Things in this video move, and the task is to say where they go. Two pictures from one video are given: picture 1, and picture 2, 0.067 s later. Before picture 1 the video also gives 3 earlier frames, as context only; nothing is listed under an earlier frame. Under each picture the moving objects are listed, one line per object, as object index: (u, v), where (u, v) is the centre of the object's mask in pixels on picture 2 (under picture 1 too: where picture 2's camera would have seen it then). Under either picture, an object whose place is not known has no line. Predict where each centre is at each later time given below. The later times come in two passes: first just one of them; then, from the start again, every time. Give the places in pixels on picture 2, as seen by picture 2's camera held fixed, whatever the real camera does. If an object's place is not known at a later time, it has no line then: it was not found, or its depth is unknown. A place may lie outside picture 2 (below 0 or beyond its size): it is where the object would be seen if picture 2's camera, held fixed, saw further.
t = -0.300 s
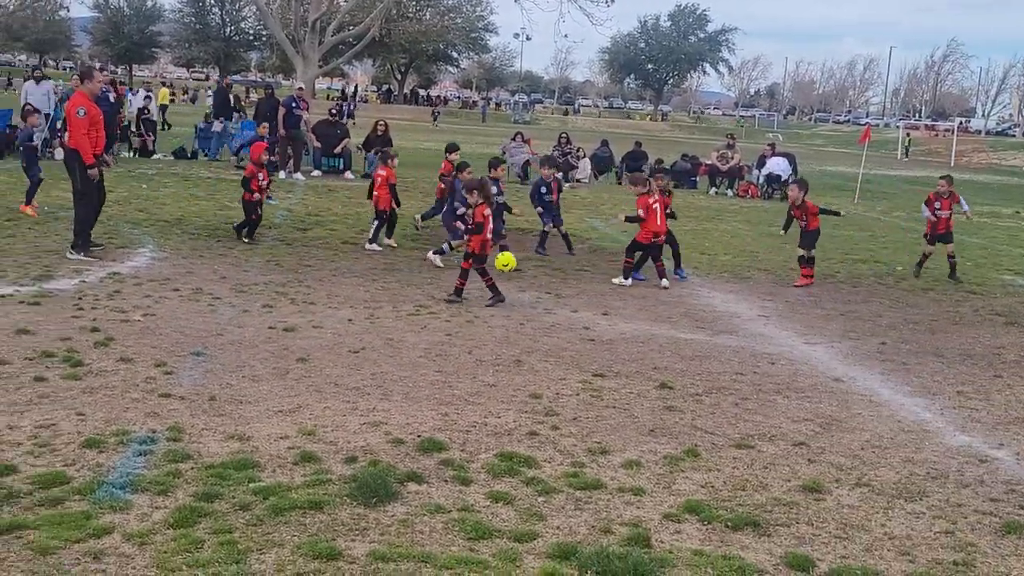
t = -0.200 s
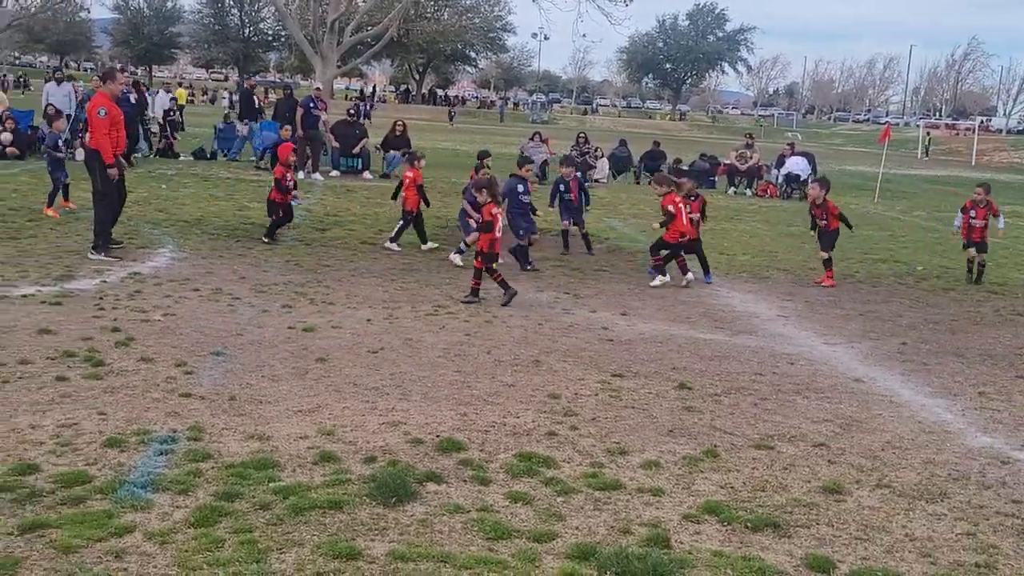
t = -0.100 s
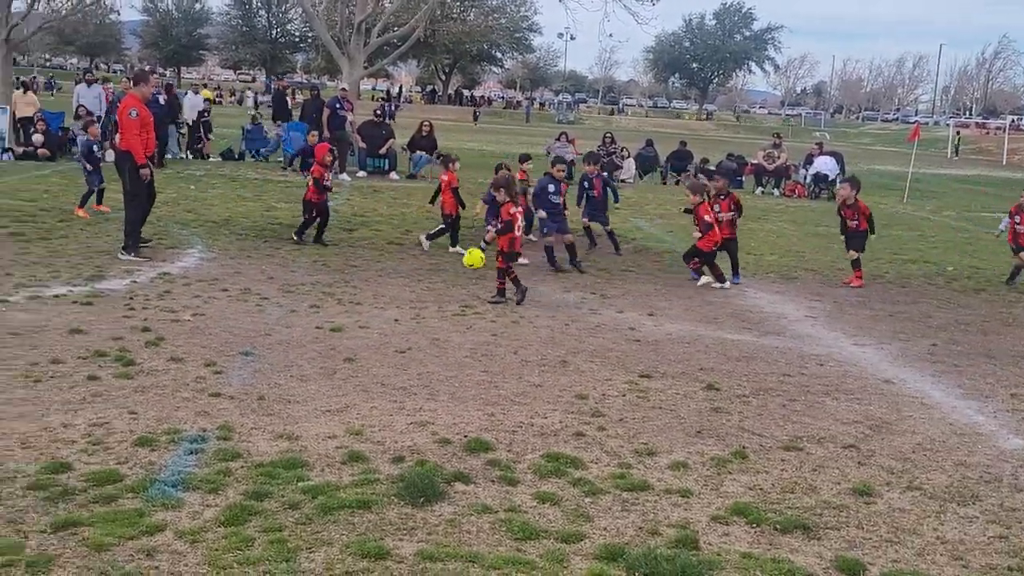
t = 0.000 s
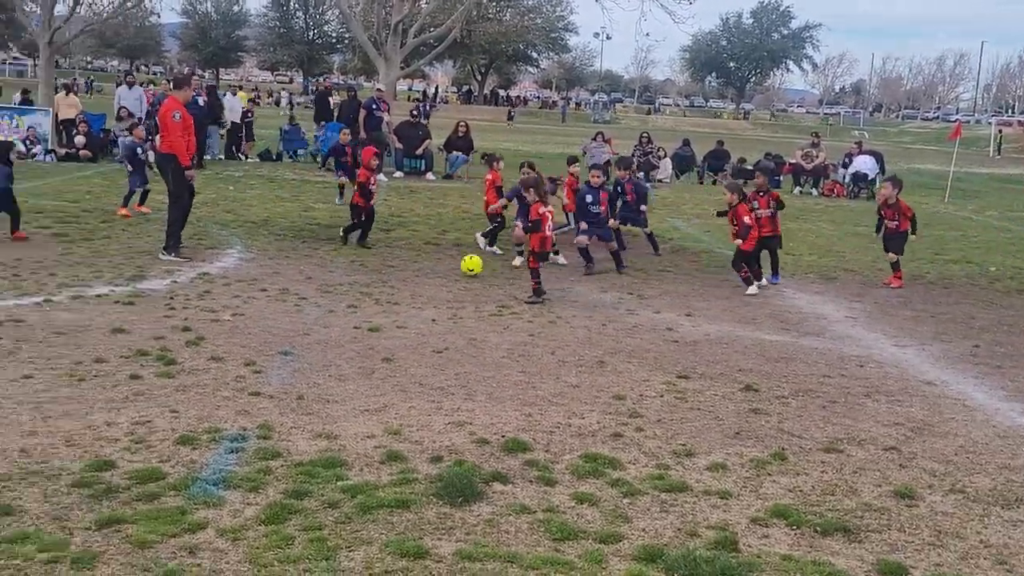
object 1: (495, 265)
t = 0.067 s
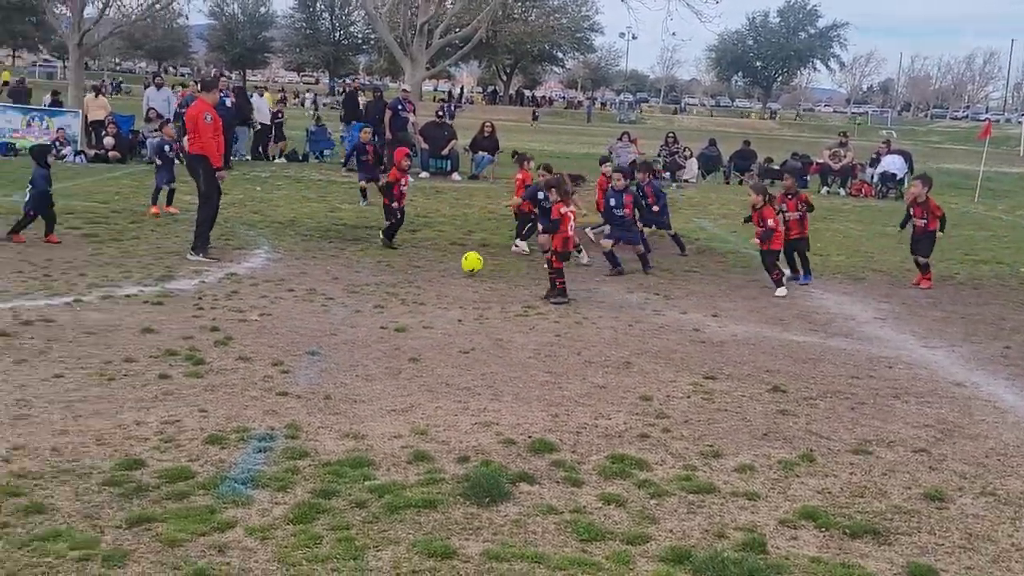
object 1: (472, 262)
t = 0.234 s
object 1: (414, 260)
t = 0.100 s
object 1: (460, 260)
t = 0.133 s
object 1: (450, 258)
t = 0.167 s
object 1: (438, 258)
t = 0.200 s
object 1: (426, 259)
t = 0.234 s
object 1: (414, 260)
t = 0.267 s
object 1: (402, 265)
